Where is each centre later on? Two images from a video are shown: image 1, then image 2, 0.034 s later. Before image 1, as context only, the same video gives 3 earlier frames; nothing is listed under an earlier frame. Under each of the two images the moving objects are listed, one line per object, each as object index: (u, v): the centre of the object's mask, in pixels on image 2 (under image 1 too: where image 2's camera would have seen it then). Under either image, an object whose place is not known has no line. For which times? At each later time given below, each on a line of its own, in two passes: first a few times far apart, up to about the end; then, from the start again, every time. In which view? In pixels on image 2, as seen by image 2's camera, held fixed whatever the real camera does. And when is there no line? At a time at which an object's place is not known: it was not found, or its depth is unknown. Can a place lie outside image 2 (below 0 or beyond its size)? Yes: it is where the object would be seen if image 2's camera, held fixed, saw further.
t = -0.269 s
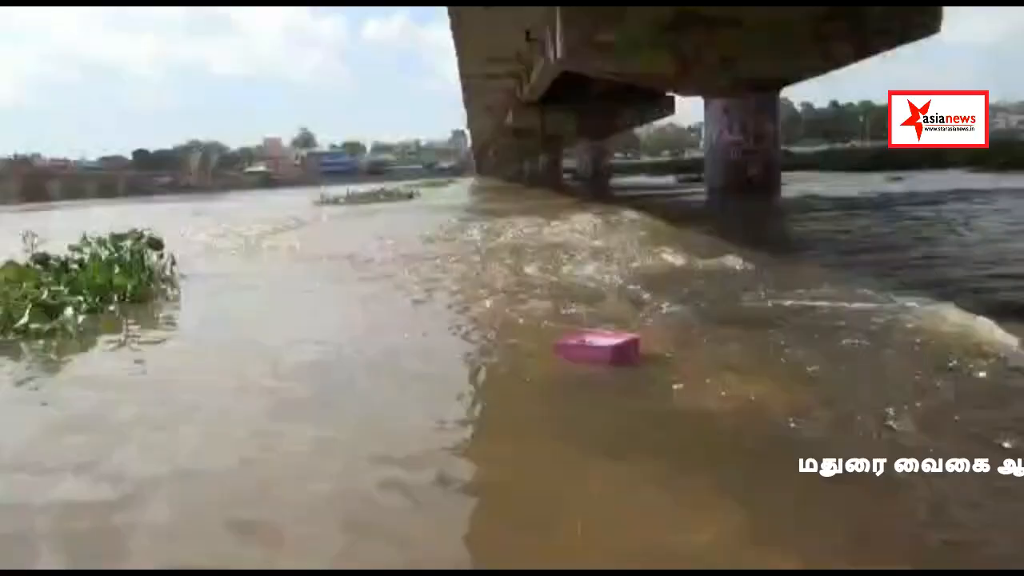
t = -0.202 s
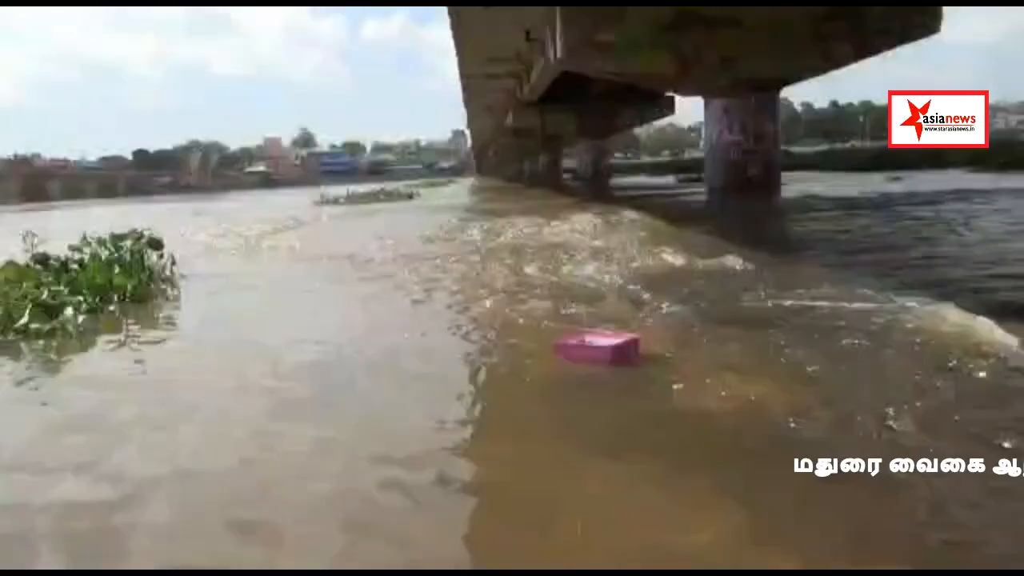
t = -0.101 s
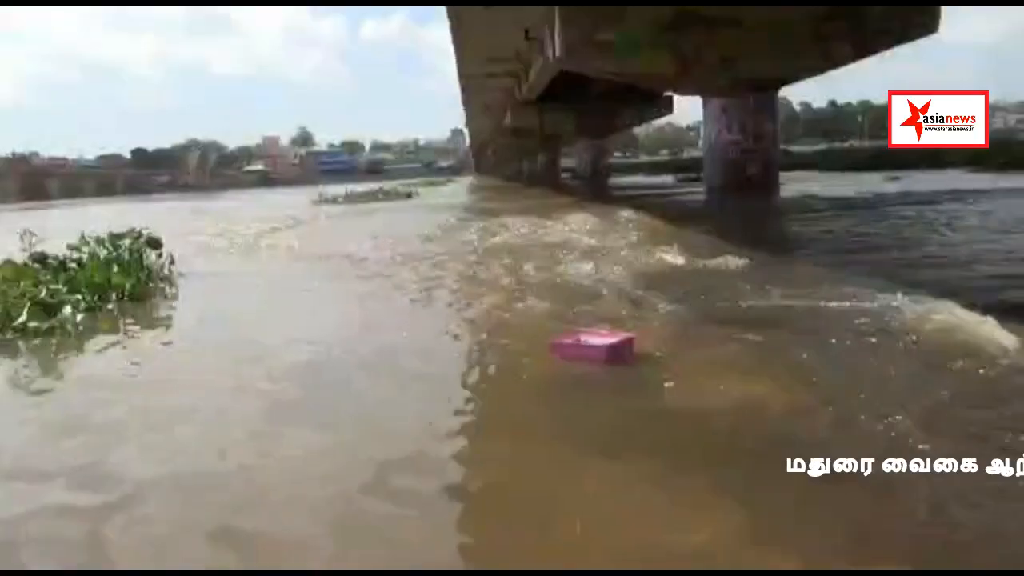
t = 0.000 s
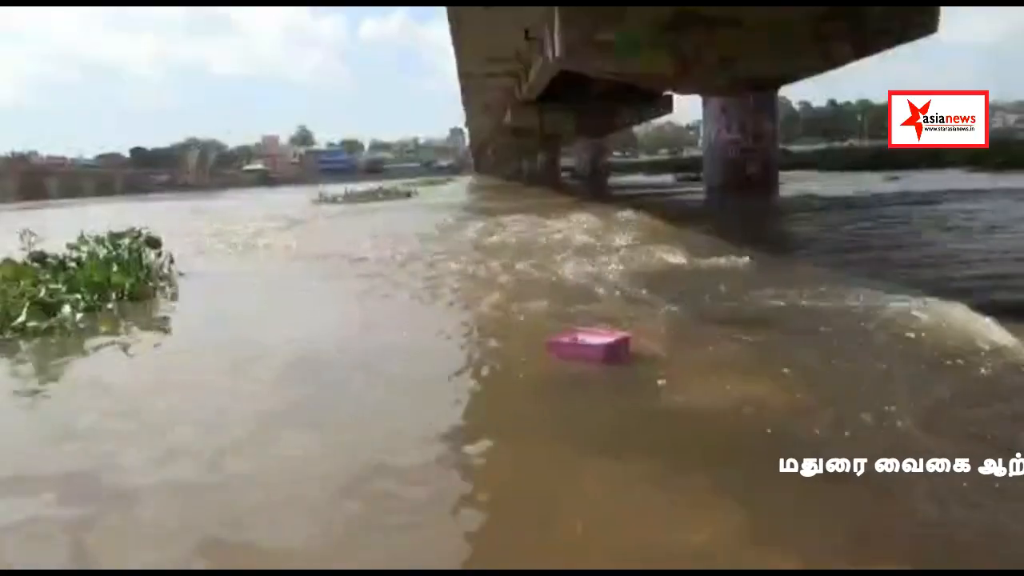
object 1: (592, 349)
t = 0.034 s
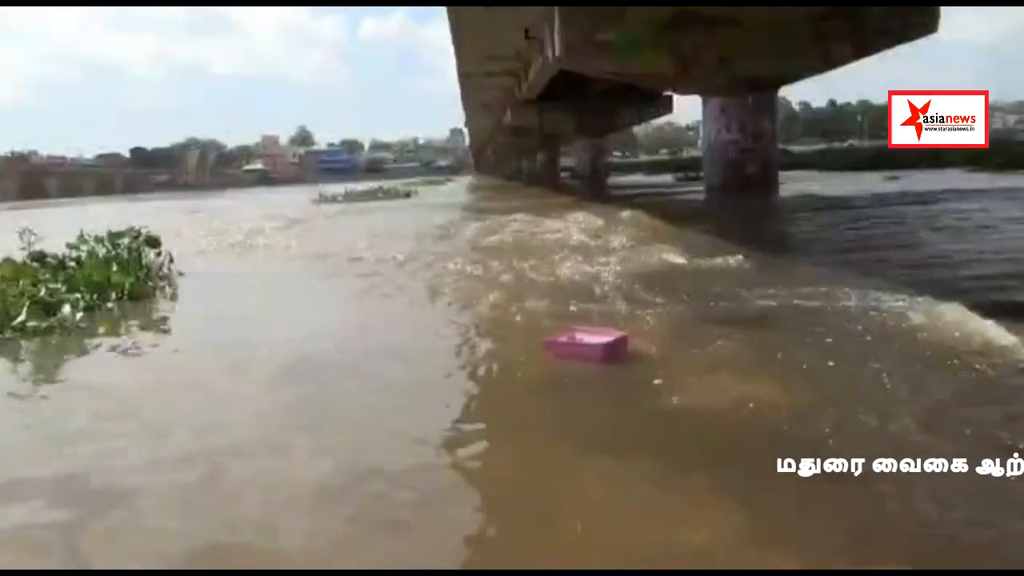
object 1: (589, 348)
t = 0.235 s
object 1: (579, 347)
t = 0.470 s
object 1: (566, 345)
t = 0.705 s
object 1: (556, 344)
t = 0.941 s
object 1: (548, 342)
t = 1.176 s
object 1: (542, 340)
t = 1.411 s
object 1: (534, 339)
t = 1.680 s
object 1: (526, 337)
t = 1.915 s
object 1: (519, 335)
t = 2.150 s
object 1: (512, 334)
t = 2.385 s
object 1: (504, 333)
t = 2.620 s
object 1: (495, 330)
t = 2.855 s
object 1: (487, 329)
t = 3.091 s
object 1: (478, 328)
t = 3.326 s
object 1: (465, 327)
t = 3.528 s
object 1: (457, 322)
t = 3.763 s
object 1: (447, 323)
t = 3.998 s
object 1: (440, 321)
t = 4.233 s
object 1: (434, 320)
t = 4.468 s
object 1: (427, 318)
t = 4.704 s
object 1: (420, 319)
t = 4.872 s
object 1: (414, 318)
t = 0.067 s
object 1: (588, 347)
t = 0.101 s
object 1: (586, 347)
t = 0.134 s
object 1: (584, 347)
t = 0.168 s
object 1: (584, 347)
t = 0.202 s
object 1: (580, 347)
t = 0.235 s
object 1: (579, 347)
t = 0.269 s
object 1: (577, 347)
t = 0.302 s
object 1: (574, 346)
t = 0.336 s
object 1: (574, 346)
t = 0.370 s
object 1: (572, 345)
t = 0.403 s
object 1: (571, 345)
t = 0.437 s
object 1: (569, 344)
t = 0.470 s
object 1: (566, 345)
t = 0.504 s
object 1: (564, 344)
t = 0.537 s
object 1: (564, 344)
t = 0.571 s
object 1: (563, 344)
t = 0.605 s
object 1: (561, 344)
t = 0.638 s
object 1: (559, 344)
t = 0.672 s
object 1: (558, 344)
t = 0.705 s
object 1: (556, 344)
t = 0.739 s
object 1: (556, 344)
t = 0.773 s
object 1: (555, 343)
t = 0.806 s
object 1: (553, 343)
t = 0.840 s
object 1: (552, 343)
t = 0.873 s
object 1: (549, 342)
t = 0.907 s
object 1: (548, 342)
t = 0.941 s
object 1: (548, 342)
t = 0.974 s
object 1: (547, 342)
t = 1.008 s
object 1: (546, 341)
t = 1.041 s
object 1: (545, 342)
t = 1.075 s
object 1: (545, 341)
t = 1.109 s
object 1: (543, 341)
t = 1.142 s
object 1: (543, 340)
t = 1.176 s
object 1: (542, 340)
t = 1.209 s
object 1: (541, 340)
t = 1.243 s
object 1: (539, 340)
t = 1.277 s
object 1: (538, 340)
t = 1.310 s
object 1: (537, 339)
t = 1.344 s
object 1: (537, 339)
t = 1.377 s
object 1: (536, 339)
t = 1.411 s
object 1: (534, 339)
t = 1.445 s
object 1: (531, 338)
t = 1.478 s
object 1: (532, 338)
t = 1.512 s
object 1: (530, 339)
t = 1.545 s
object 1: (530, 339)
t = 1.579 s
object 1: (529, 338)
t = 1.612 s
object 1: (528, 338)
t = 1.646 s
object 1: (526, 338)
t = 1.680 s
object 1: (526, 337)
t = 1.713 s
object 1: (526, 337)
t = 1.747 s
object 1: (525, 337)
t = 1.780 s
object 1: (522, 337)
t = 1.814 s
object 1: (521, 336)
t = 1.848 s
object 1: (520, 336)
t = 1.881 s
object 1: (519, 336)
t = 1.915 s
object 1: (519, 335)
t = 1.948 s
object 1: (519, 335)
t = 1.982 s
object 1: (517, 335)
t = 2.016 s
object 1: (516, 335)
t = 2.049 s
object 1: (515, 334)
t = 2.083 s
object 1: (513, 334)
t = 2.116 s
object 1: (512, 334)
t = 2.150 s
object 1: (512, 334)
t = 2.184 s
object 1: (512, 334)
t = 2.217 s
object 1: (510, 333)
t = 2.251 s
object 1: (508, 333)
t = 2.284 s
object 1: (508, 333)
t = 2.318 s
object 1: (505, 334)
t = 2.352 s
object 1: (505, 334)
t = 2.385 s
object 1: (504, 333)
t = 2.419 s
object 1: (503, 333)
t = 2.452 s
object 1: (501, 334)
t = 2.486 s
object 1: (499, 332)
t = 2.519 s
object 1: (498, 333)
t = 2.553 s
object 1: (498, 333)
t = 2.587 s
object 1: (497, 332)
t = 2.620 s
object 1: (495, 330)
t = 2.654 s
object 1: (494, 330)
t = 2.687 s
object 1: (492, 330)
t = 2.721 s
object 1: (492, 330)
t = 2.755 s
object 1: (492, 330)
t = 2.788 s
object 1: (490, 330)
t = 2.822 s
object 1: (489, 329)
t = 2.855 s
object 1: (487, 329)
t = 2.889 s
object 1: (485, 329)
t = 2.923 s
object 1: (483, 329)
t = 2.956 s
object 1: (483, 329)
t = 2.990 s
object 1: (482, 328)
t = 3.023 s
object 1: (481, 328)
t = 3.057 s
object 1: (480, 328)
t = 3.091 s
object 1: (478, 328)
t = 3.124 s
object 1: (475, 326)
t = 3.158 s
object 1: (474, 327)
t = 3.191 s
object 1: (476, 326)
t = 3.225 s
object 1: (470, 327)
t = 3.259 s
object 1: (469, 327)
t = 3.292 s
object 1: (467, 327)
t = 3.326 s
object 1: (465, 327)
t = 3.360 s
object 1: (463, 326)
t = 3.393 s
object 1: (462, 325)
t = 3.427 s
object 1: (460, 325)
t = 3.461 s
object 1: (457, 323)
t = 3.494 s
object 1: (456, 322)
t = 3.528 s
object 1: (457, 322)
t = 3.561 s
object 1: (455, 321)
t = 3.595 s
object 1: (452, 322)
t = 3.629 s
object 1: (452, 322)
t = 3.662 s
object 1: (450, 322)
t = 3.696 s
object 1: (448, 323)
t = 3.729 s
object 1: (448, 323)
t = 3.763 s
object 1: (447, 323)
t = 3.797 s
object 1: (446, 321)
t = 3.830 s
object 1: (445, 322)
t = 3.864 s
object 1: (443, 321)
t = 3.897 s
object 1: (442, 321)
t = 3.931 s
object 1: (442, 321)
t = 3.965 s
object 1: (441, 321)
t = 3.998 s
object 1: (440, 321)
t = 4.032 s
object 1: (440, 321)
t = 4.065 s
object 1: (439, 320)
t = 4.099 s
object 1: (438, 321)
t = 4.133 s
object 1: (438, 321)
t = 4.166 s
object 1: (437, 321)
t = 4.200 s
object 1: (436, 320)
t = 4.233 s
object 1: (434, 320)
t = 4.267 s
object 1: (434, 320)
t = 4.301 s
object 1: (431, 320)
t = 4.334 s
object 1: (432, 320)
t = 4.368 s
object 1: (431, 319)
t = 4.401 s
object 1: (430, 319)
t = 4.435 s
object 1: (428, 319)
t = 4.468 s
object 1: (427, 318)
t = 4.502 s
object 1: (425, 319)
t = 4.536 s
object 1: (426, 319)
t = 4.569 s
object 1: (425, 319)
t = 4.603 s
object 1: (424, 319)
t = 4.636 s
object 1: (423, 319)
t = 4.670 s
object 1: (421, 319)
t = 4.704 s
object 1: (420, 319)
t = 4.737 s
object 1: (421, 318)
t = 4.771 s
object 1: (419, 318)
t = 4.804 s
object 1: (417, 318)
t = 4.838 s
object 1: (416, 319)
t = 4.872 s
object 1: (414, 318)
